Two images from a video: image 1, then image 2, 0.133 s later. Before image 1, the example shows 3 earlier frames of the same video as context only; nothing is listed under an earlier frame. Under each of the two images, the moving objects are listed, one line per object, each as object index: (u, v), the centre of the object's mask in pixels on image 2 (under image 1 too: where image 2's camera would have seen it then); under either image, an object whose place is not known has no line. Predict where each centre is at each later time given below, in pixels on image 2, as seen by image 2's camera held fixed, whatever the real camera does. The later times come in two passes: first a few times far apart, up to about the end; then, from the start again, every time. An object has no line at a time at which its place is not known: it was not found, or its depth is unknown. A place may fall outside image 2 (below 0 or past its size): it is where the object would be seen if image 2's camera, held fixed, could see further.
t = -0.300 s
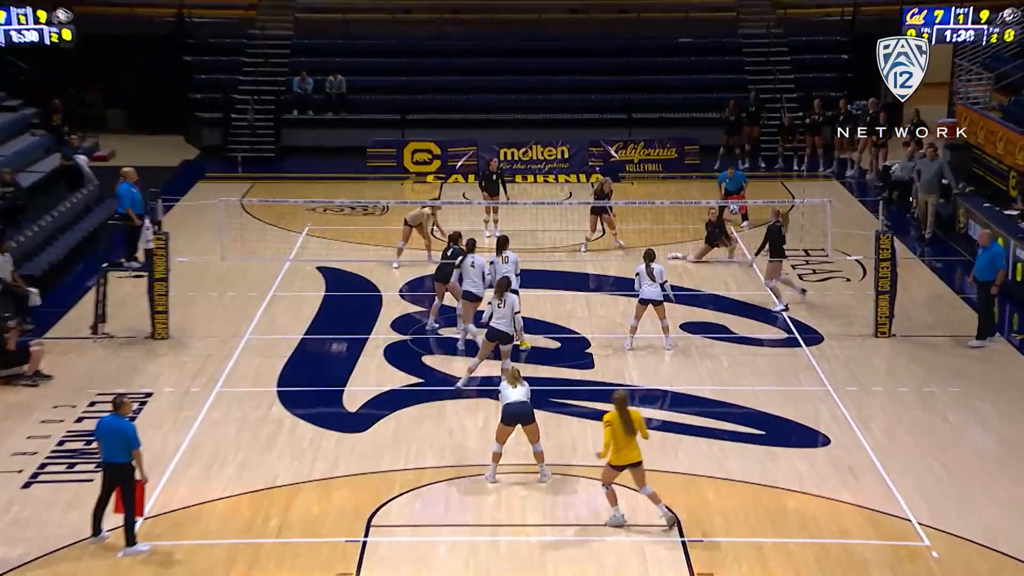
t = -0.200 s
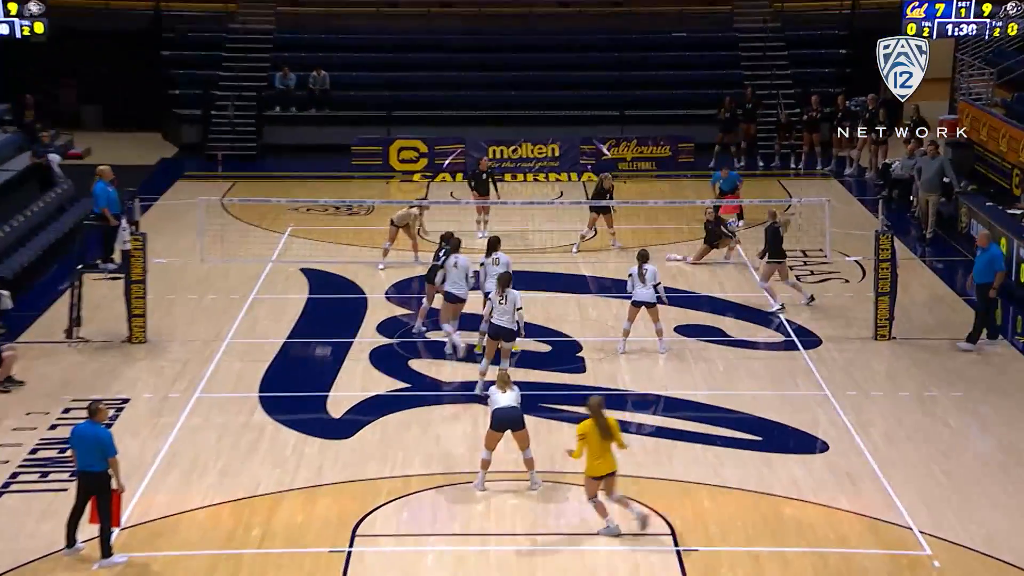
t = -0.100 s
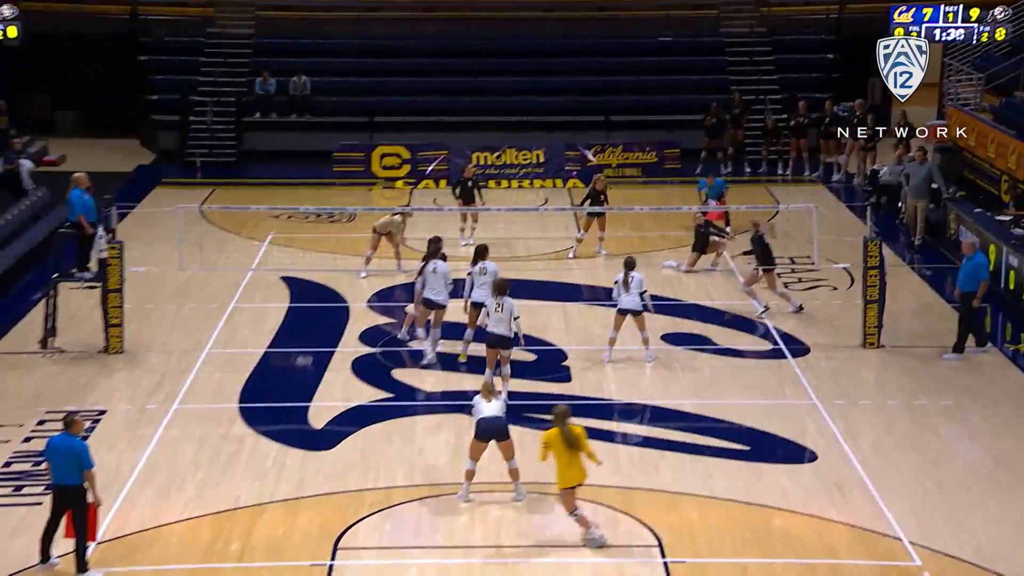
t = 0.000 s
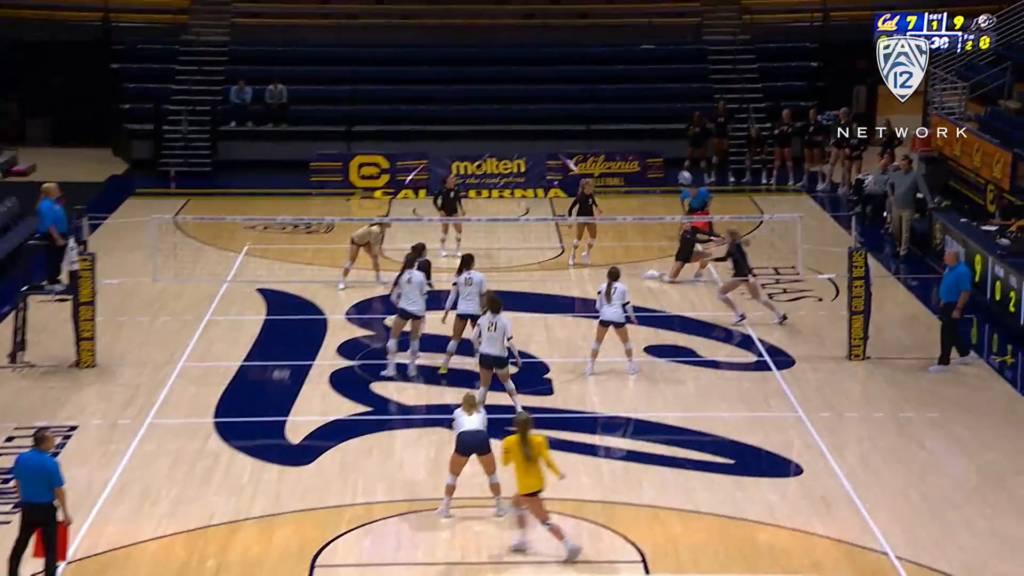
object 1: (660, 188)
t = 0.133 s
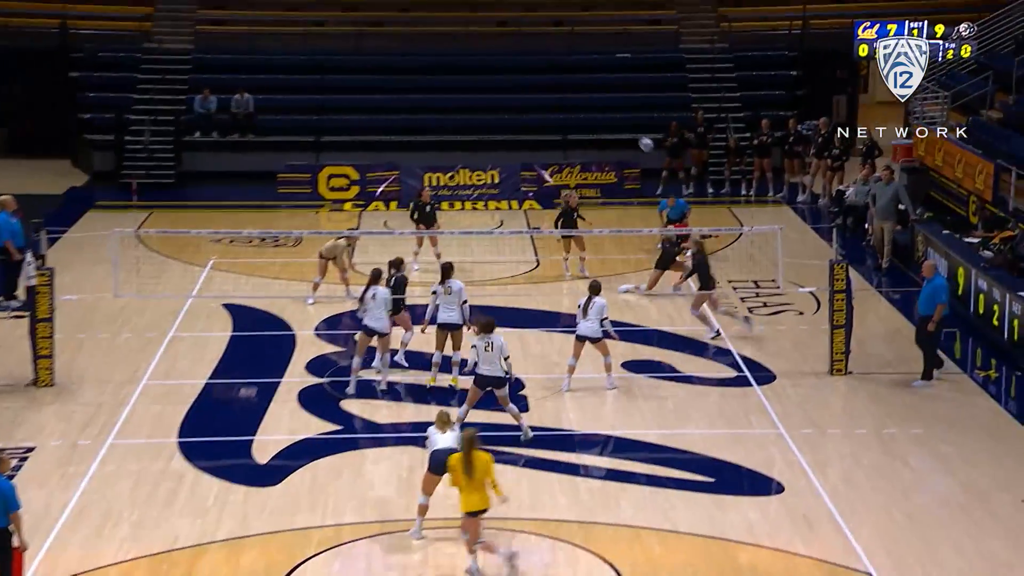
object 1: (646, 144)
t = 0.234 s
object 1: (634, 118)
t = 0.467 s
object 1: (606, 73)
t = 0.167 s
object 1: (642, 134)
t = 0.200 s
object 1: (638, 126)
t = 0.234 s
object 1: (634, 118)
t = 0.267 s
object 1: (630, 109)
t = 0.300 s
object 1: (627, 103)
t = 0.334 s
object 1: (623, 95)
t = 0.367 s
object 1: (618, 89)
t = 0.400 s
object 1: (614, 83)
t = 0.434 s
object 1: (610, 78)
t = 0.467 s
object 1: (606, 73)
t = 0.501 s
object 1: (602, 69)
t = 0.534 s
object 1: (597, 64)
